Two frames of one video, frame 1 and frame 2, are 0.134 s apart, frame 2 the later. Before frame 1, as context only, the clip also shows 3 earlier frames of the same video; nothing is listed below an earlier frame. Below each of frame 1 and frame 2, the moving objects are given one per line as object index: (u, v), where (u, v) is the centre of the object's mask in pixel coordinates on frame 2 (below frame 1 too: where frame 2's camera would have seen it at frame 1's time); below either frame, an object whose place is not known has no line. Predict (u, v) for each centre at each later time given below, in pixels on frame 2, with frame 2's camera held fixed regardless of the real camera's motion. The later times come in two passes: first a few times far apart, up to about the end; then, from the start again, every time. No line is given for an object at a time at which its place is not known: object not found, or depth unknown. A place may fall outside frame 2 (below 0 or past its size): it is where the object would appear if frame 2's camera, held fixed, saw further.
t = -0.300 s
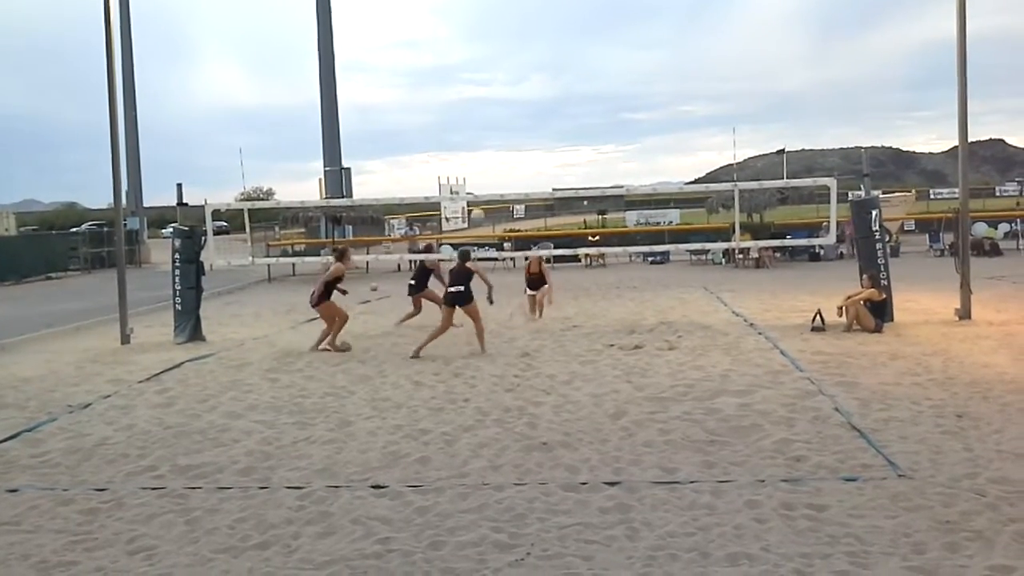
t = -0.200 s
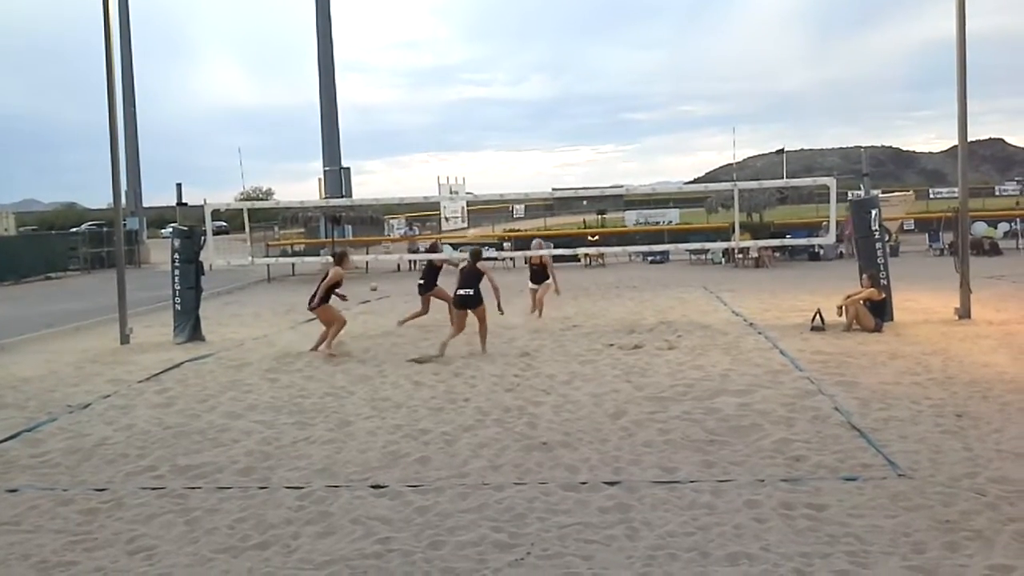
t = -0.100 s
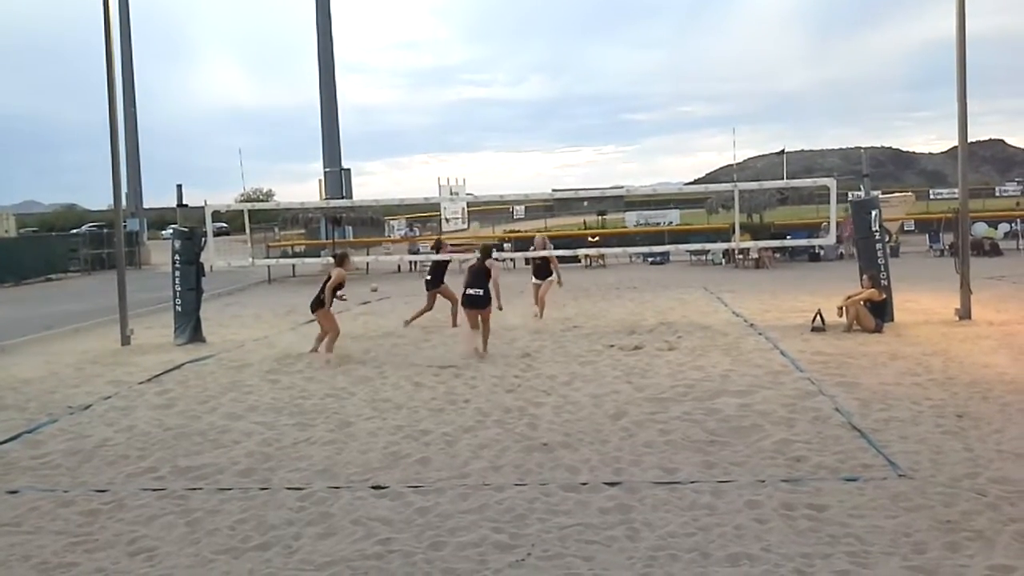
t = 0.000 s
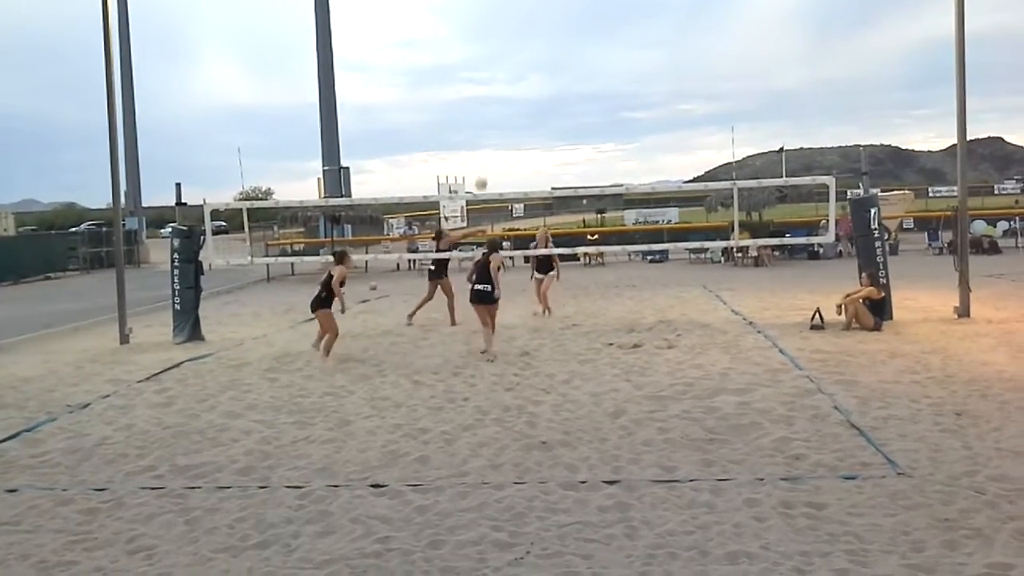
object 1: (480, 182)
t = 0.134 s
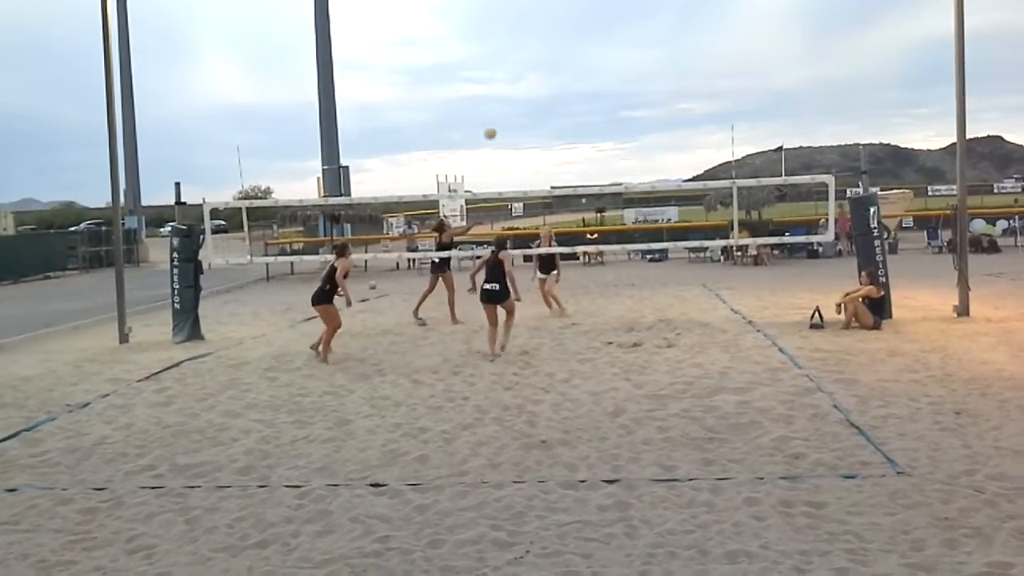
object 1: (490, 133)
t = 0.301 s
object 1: (500, 85)
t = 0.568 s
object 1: (517, 44)
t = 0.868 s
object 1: (536, 49)
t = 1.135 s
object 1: (553, 100)
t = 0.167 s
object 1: (492, 123)
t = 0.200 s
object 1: (494, 112)
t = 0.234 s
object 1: (496, 103)
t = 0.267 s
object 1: (498, 93)
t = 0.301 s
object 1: (500, 85)
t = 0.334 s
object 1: (502, 78)
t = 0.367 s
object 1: (505, 71)
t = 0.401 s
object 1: (506, 65)
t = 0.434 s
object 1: (508, 59)
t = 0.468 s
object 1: (510, 55)
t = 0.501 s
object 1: (513, 50)
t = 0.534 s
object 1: (515, 47)
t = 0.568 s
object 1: (517, 44)
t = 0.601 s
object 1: (519, 42)
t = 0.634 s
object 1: (521, 41)
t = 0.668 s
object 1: (523, 40)
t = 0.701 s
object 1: (526, 40)
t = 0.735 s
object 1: (528, 40)
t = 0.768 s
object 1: (530, 42)
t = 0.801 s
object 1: (532, 43)
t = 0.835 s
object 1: (534, 46)
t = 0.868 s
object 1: (536, 49)
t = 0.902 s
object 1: (538, 53)
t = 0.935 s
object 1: (540, 58)
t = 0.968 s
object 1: (543, 63)
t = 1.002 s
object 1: (545, 69)
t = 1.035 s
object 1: (547, 76)
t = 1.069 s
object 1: (549, 83)
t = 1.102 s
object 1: (551, 91)
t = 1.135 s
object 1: (553, 100)
